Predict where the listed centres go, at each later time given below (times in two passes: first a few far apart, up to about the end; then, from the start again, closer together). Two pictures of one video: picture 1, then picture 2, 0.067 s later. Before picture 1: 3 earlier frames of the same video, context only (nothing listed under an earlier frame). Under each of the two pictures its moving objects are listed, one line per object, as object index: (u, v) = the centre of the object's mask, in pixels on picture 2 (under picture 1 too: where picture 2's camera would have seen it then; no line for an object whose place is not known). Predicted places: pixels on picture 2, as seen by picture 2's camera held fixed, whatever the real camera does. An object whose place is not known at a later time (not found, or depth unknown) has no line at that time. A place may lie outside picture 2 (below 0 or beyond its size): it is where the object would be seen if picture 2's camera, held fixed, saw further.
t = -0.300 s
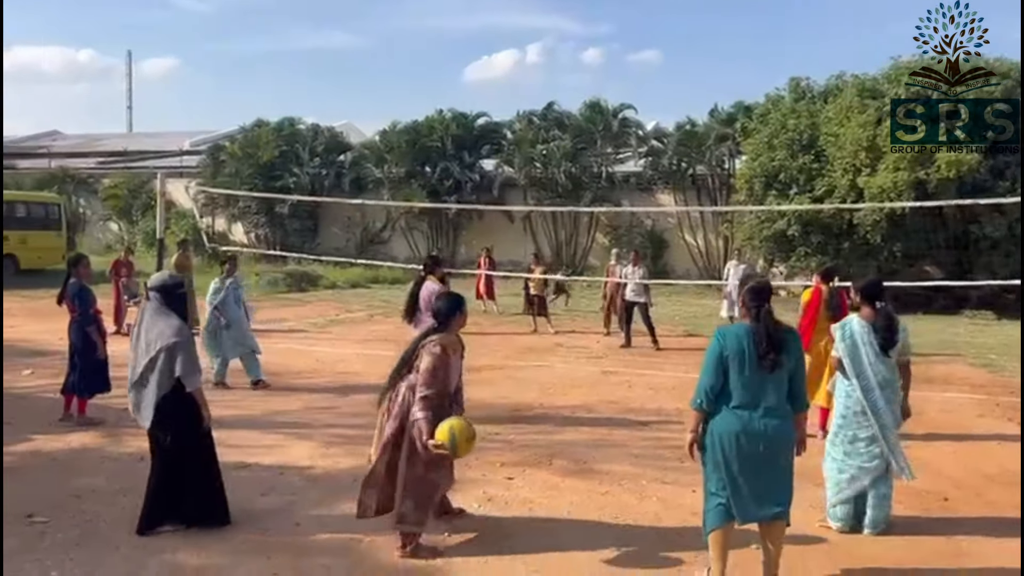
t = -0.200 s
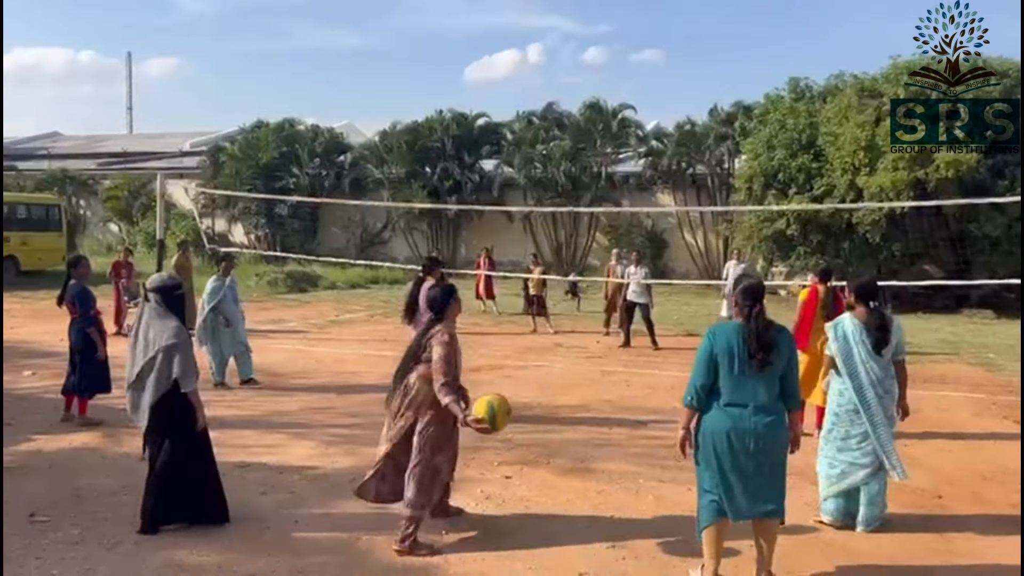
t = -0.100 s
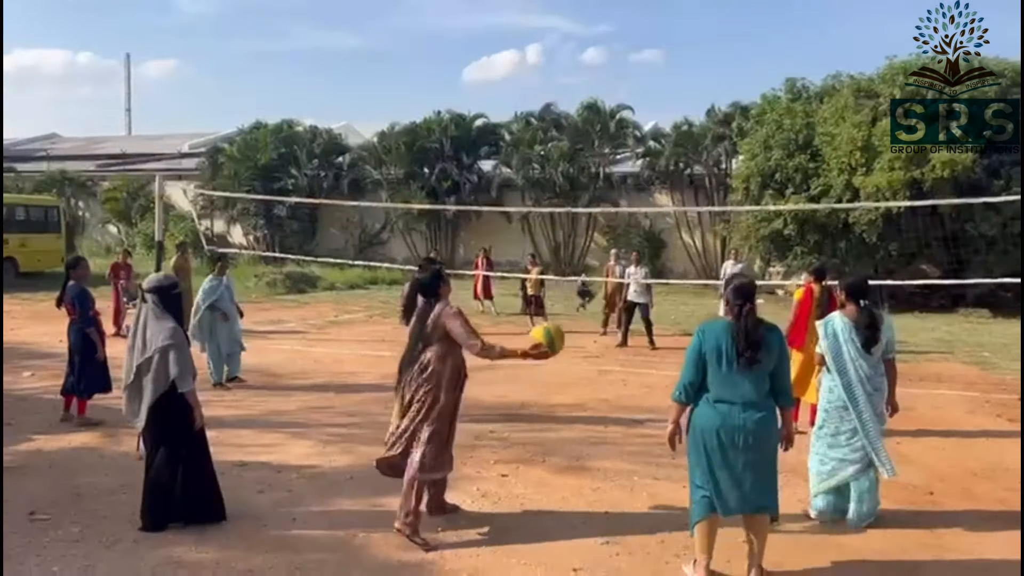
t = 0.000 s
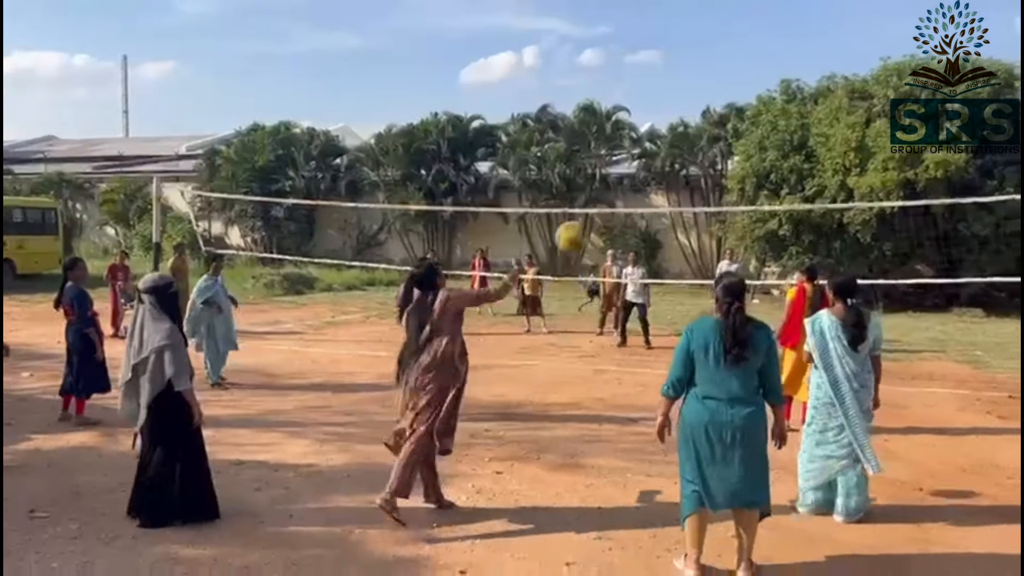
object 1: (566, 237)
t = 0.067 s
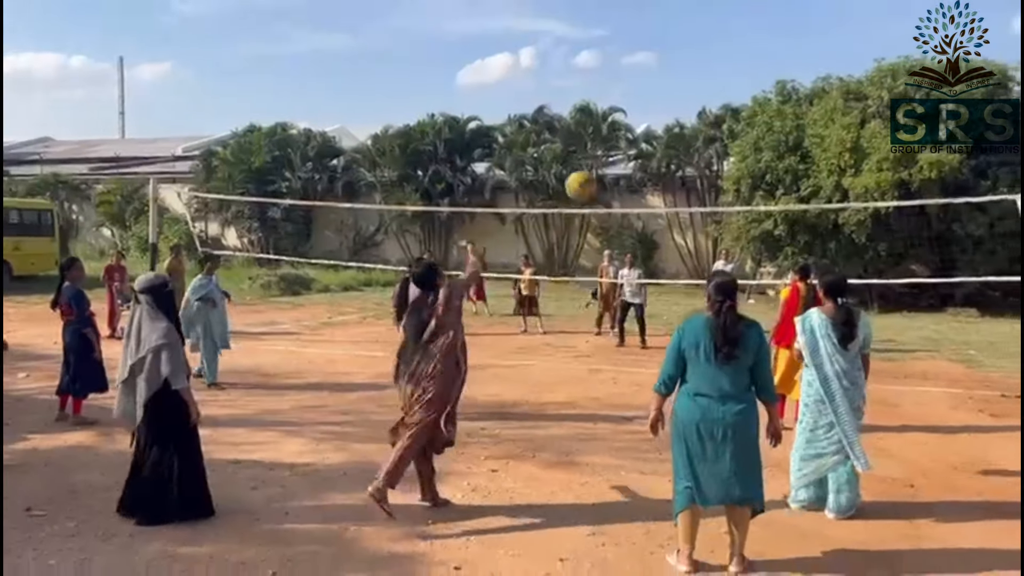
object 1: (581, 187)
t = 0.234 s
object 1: (608, 104)
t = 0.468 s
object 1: (633, 74)
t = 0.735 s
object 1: (650, 104)
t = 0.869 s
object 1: (653, 134)
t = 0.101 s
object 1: (586, 165)
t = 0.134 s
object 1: (591, 148)
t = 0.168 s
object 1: (594, 130)
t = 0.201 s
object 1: (602, 117)
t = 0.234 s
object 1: (608, 104)
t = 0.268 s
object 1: (611, 97)
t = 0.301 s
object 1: (616, 89)
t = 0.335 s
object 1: (620, 83)
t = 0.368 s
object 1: (623, 78)
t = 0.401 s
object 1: (627, 76)
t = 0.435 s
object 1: (630, 74)
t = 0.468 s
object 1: (633, 74)
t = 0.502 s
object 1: (636, 74)
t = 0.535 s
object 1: (639, 76)
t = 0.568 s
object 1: (641, 78)
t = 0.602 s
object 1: (644, 82)
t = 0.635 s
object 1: (646, 86)
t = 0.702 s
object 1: (648, 98)
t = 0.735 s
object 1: (650, 104)
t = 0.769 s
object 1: (652, 111)
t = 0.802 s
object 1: (652, 119)
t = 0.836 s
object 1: (652, 127)
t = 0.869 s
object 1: (653, 134)
